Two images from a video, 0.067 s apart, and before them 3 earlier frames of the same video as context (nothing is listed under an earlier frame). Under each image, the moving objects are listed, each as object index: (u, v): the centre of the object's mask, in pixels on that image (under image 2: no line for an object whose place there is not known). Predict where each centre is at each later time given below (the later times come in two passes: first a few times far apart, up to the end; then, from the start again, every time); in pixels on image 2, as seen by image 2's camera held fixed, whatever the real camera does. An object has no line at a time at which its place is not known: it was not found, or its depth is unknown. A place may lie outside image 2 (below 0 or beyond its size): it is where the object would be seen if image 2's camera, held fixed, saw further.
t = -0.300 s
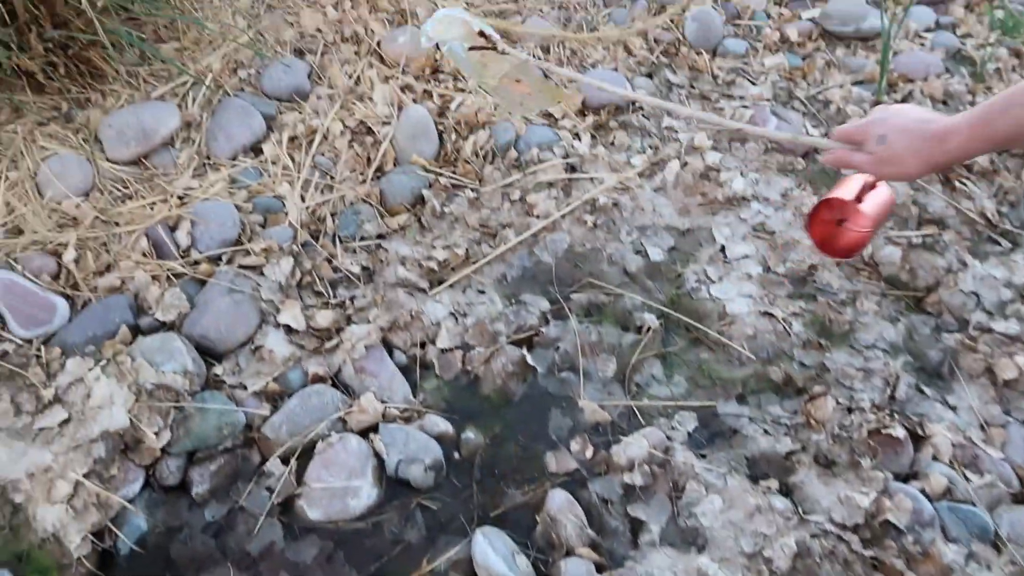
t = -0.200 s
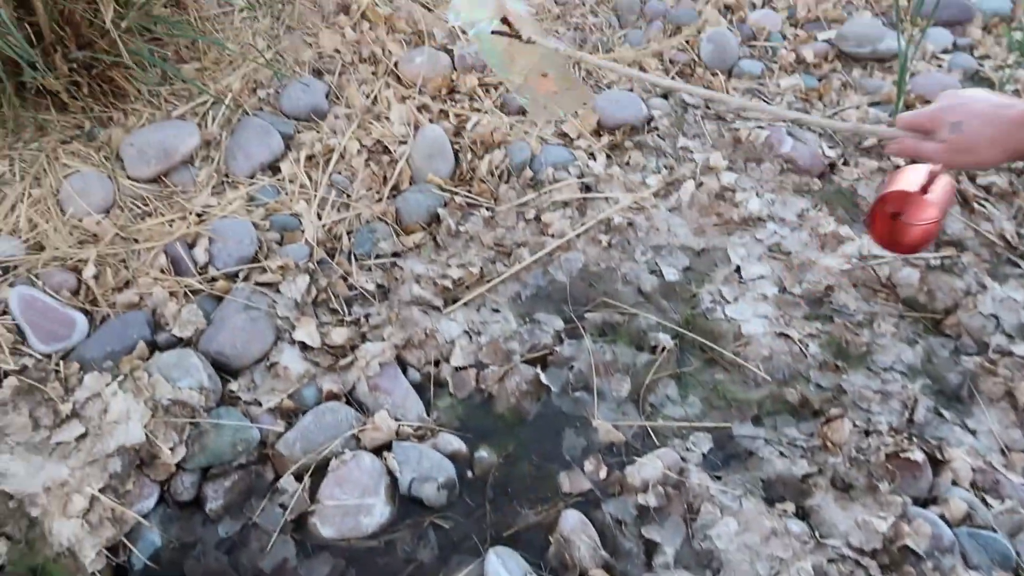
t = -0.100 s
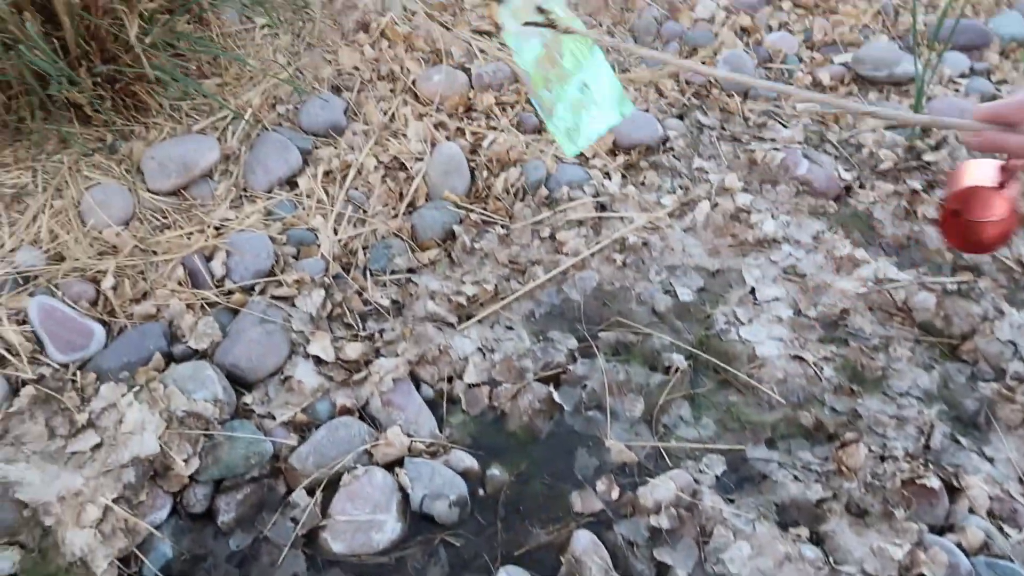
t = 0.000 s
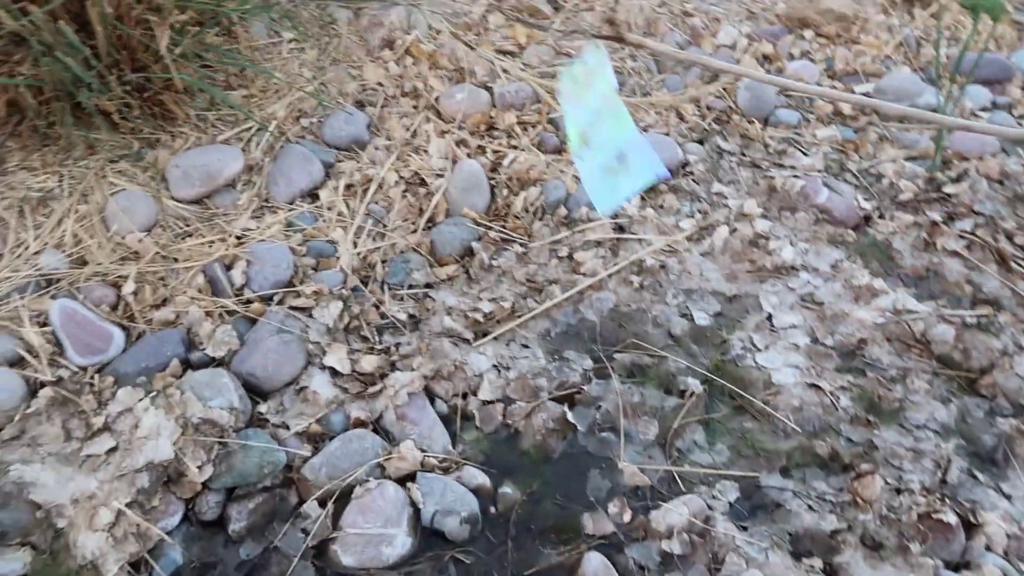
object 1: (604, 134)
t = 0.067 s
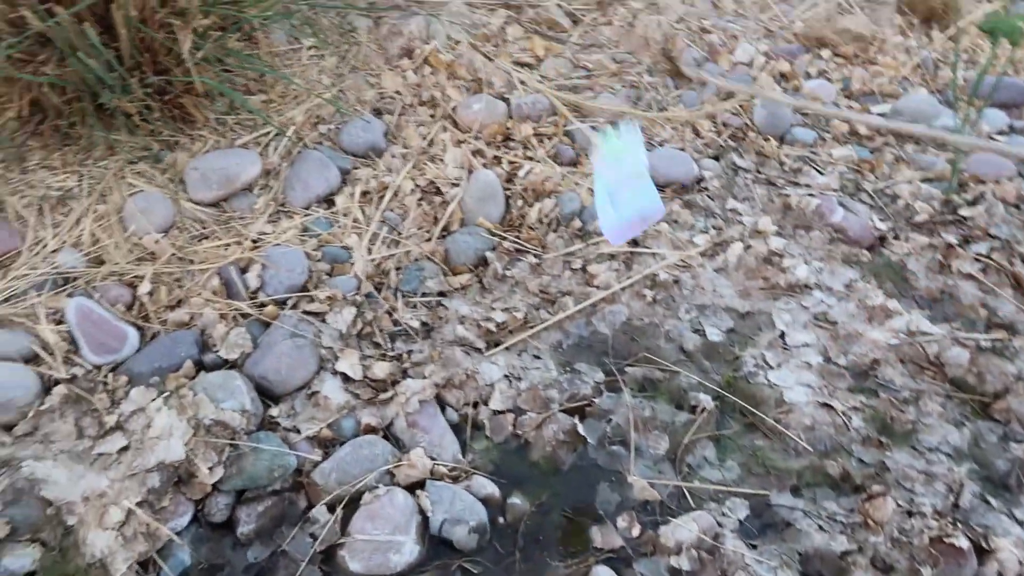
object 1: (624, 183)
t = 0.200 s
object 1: (621, 254)
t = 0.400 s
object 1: (578, 336)
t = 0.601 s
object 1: (581, 337)
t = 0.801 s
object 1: (581, 336)
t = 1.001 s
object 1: (581, 337)
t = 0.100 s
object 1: (623, 201)
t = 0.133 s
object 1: (630, 225)
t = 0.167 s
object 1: (630, 239)
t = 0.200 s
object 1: (621, 254)
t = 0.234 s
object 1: (613, 270)
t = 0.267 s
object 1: (604, 285)
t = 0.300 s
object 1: (596, 301)
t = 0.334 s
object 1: (588, 322)
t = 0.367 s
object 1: (581, 335)
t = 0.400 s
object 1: (578, 336)
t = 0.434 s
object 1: (582, 337)
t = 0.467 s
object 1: (585, 339)
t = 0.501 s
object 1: (584, 339)
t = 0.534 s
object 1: (584, 339)
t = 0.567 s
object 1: (583, 338)
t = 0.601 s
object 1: (581, 337)
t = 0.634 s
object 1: (581, 337)
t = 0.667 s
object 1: (584, 339)
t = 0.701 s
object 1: (581, 336)
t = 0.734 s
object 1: (584, 339)
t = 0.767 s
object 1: (581, 337)
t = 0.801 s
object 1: (581, 336)
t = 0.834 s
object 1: (581, 337)
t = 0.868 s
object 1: (584, 339)
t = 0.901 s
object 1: (581, 337)
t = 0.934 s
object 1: (581, 337)
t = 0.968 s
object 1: (581, 337)
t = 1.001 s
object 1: (581, 337)
